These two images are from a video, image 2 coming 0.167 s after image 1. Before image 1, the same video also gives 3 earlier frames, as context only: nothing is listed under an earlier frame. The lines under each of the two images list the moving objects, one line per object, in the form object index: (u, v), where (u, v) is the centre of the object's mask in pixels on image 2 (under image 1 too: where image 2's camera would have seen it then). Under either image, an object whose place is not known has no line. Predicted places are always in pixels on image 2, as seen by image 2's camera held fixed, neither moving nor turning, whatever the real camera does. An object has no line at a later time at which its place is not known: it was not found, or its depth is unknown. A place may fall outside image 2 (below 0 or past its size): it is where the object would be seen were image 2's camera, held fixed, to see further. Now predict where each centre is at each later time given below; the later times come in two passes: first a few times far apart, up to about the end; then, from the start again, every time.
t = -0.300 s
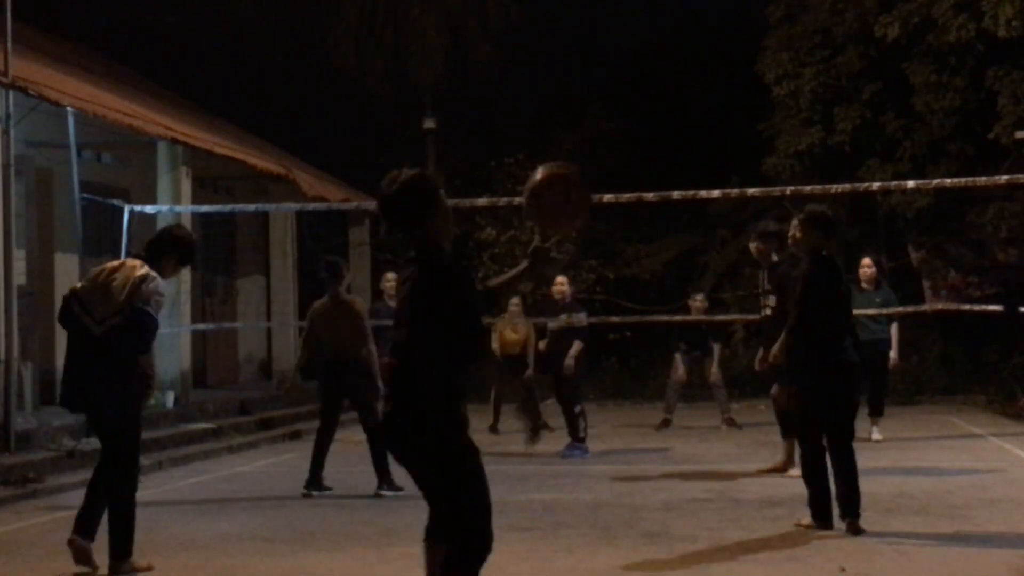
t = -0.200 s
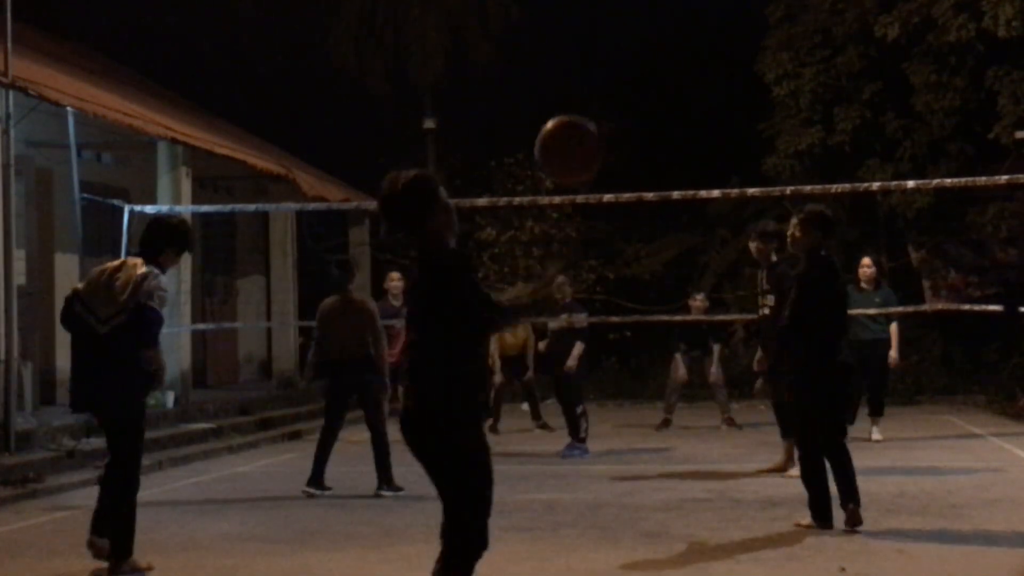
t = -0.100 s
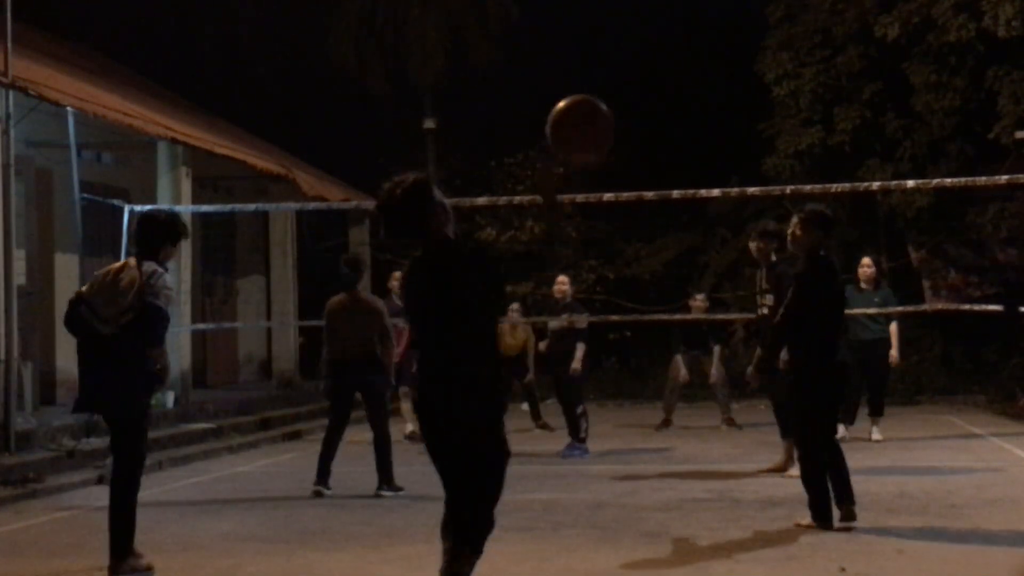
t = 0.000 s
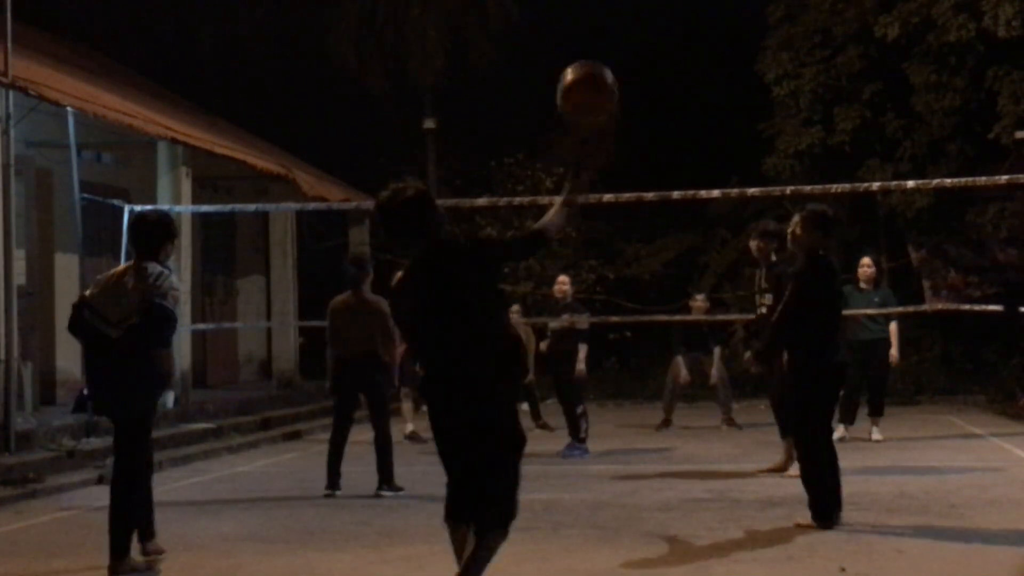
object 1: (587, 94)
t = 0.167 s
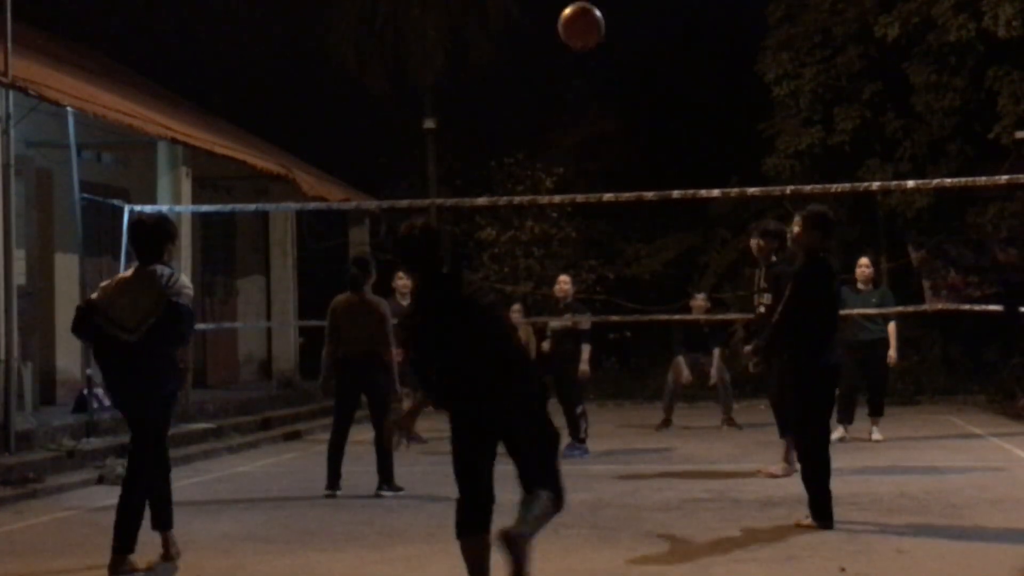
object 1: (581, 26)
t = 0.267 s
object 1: (572, 26)
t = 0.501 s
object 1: (544, 83)
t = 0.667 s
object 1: (529, 151)
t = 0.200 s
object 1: (579, 23)
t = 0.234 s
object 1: (576, 24)
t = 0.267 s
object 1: (572, 26)
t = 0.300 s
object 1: (568, 30)
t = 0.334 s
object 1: (563, 34)
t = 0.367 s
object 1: (560, 42)
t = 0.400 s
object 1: (556, 51)
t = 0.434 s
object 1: (552, 61)
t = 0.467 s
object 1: (548, 71)
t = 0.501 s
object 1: (544, 83)
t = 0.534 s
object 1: (541, 95)
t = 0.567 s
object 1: (538, 109)
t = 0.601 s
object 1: (535, 122)
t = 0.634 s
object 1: (532, 136)
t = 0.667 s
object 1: (529, 151)
